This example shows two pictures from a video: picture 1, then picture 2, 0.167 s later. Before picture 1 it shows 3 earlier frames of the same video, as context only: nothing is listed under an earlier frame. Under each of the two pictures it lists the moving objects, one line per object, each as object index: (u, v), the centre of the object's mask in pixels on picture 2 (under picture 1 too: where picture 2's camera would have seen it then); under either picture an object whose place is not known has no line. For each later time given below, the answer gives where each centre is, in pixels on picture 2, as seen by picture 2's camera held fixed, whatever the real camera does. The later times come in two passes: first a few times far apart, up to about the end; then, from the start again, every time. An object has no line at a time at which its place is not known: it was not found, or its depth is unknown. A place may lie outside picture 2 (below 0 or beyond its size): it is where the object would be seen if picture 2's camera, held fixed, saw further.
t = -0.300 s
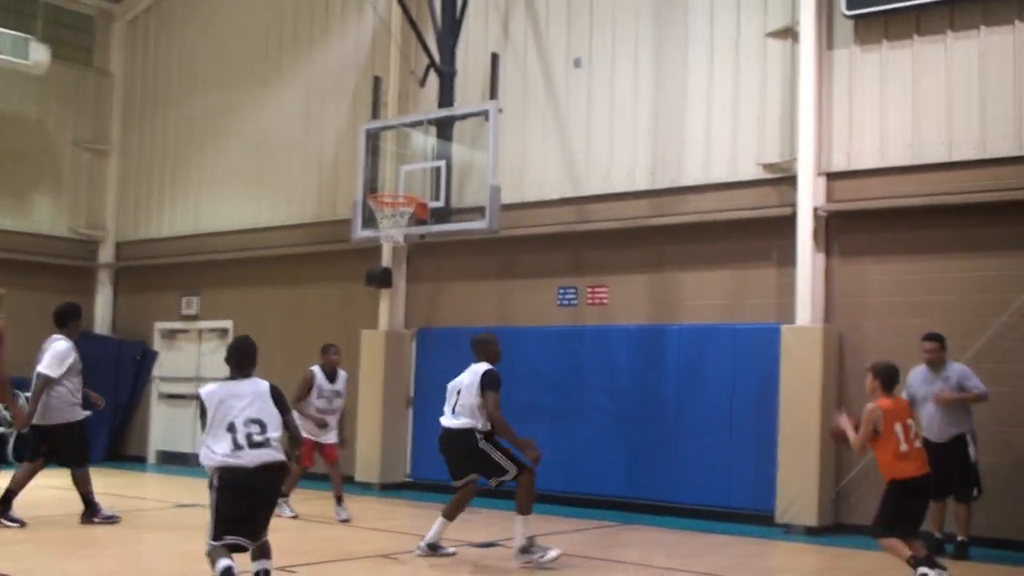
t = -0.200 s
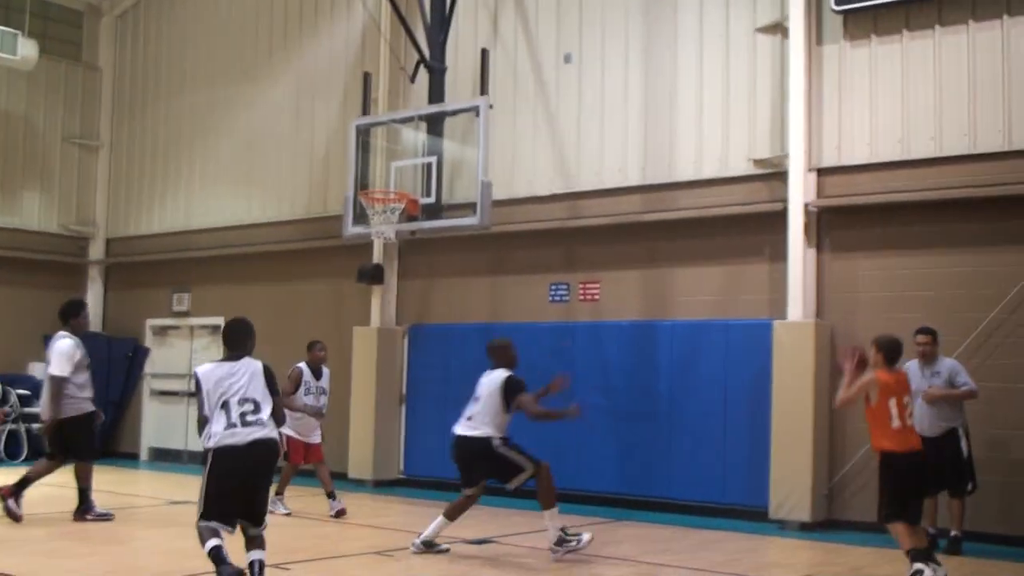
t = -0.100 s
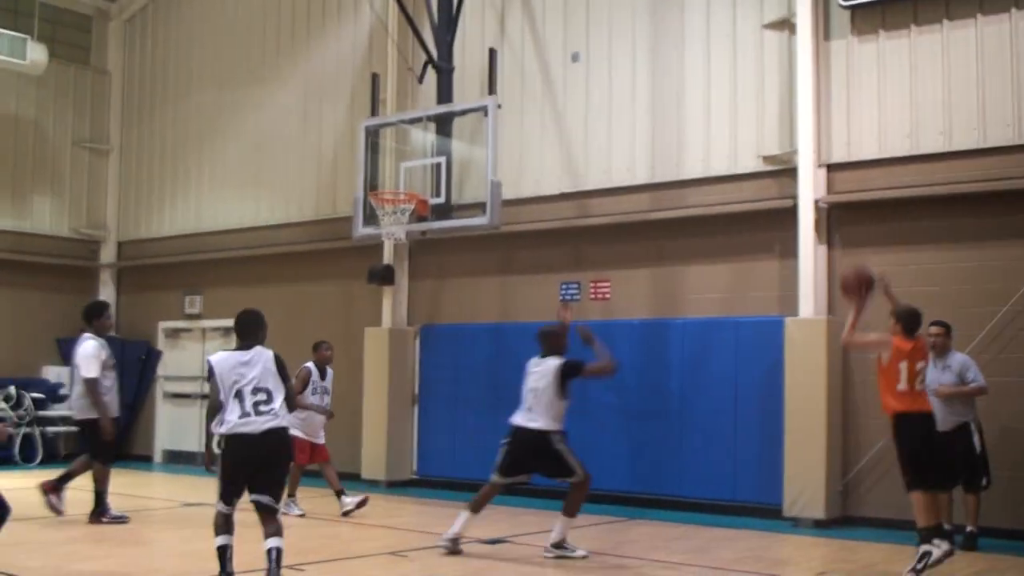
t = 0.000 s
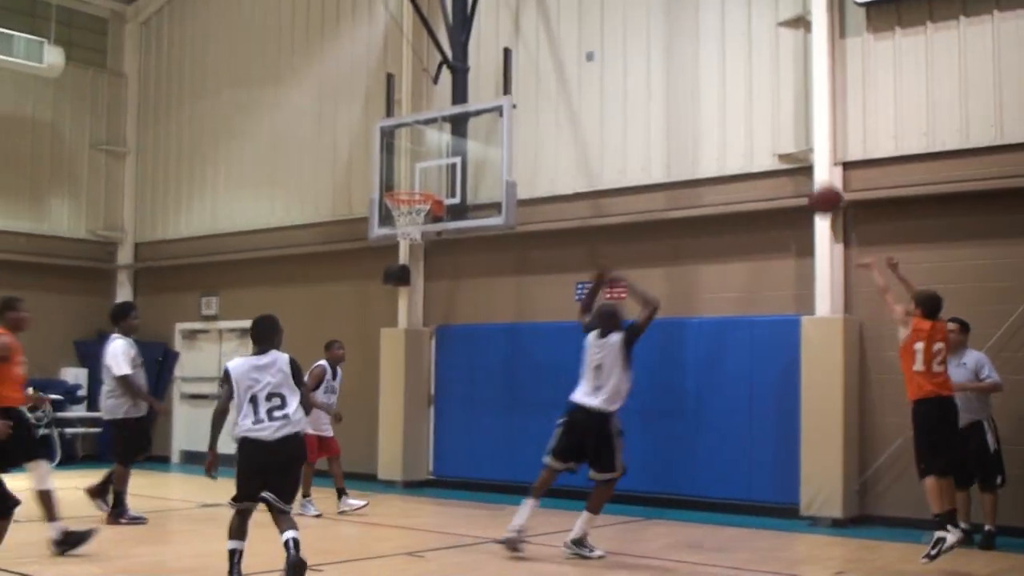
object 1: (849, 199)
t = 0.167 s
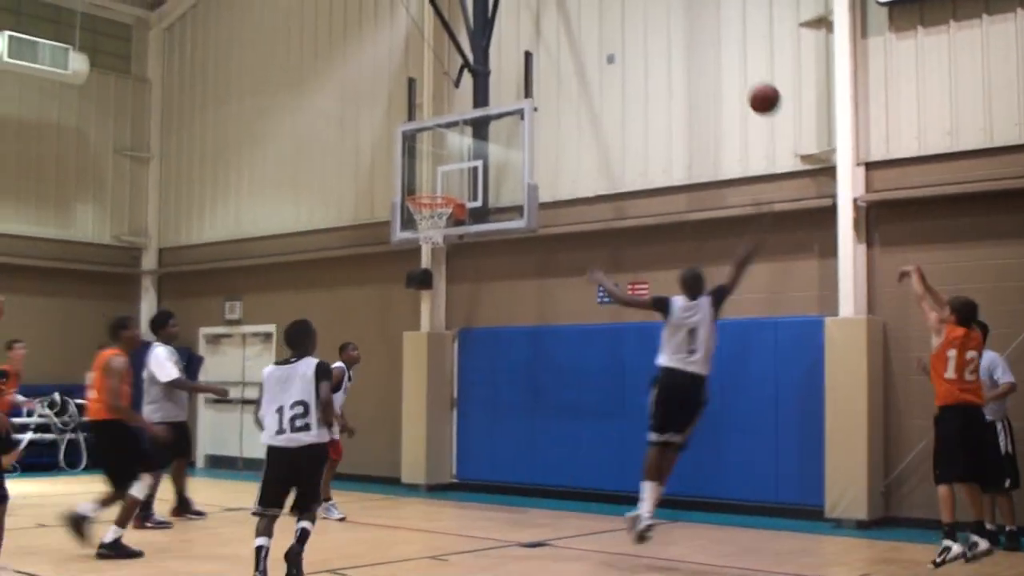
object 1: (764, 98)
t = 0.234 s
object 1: (733, 70)
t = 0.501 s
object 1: (623, 17)
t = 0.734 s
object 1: (538, 38)
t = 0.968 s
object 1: (461, 109)
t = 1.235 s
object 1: (430, 180)
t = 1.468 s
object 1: (427, 178)
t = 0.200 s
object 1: (748, 83)
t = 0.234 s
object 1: (733, 70)
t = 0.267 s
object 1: (718, 59)
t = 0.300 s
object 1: (704, 49)
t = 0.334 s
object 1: (690, 40)
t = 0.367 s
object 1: (676, 33)
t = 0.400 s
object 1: (663, 27)
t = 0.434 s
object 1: (649, 22)
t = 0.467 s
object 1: (636, 19)
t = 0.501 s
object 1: (623, 17)
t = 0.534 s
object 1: (611, 16)
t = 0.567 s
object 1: (598, 17)
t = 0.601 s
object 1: (586, 19)
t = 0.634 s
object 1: (574, 22)
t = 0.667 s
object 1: (562, 26)
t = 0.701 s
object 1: (550, 31)
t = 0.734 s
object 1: (538, 38)
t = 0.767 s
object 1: (527, 45)
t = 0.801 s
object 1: (516, 53)
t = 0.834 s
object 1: (504, 63)
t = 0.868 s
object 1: (493, 73)
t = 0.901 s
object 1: (482, 83)
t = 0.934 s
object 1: (473, 96)
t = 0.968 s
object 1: (461, 109)
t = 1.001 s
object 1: (450, 124)
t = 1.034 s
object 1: (441, 139)
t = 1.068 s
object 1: (431, 156)
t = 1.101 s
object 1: (421, 173)
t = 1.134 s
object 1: (413, 187)
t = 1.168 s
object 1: (418, 185)
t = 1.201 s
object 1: (424, 182)
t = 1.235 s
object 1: (430, 180)
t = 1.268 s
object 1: (436, 179)
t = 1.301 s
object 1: (442, 179)
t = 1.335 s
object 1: (442, 178)
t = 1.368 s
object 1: (439, 176)
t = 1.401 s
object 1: (435, 176)
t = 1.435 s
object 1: (431, 176)
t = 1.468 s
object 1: (427, 178)
